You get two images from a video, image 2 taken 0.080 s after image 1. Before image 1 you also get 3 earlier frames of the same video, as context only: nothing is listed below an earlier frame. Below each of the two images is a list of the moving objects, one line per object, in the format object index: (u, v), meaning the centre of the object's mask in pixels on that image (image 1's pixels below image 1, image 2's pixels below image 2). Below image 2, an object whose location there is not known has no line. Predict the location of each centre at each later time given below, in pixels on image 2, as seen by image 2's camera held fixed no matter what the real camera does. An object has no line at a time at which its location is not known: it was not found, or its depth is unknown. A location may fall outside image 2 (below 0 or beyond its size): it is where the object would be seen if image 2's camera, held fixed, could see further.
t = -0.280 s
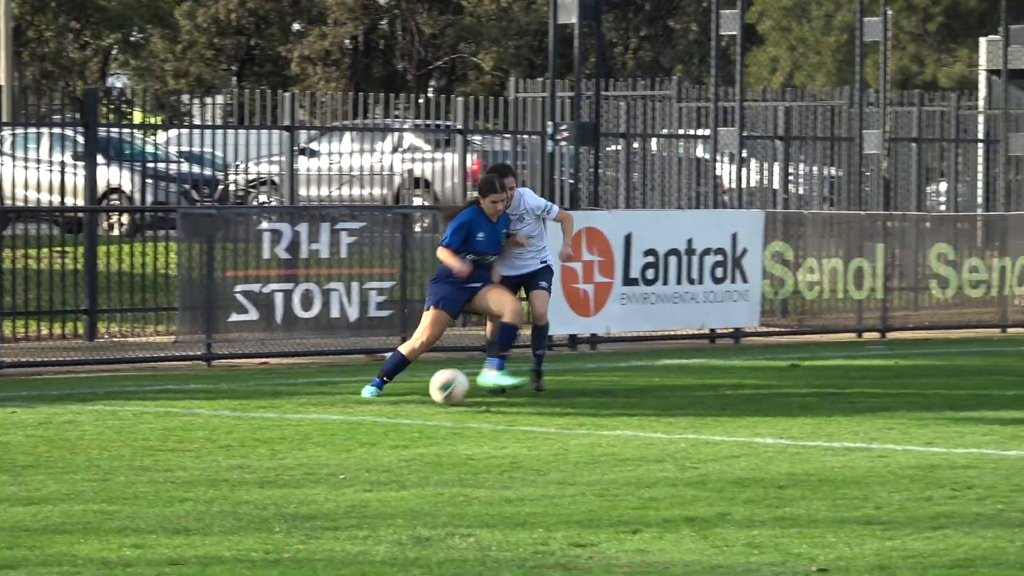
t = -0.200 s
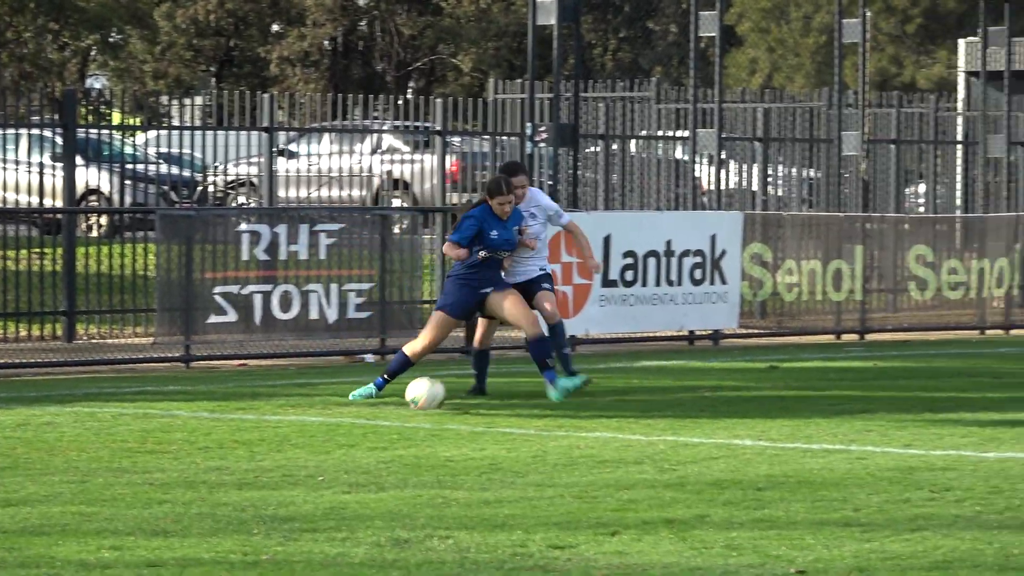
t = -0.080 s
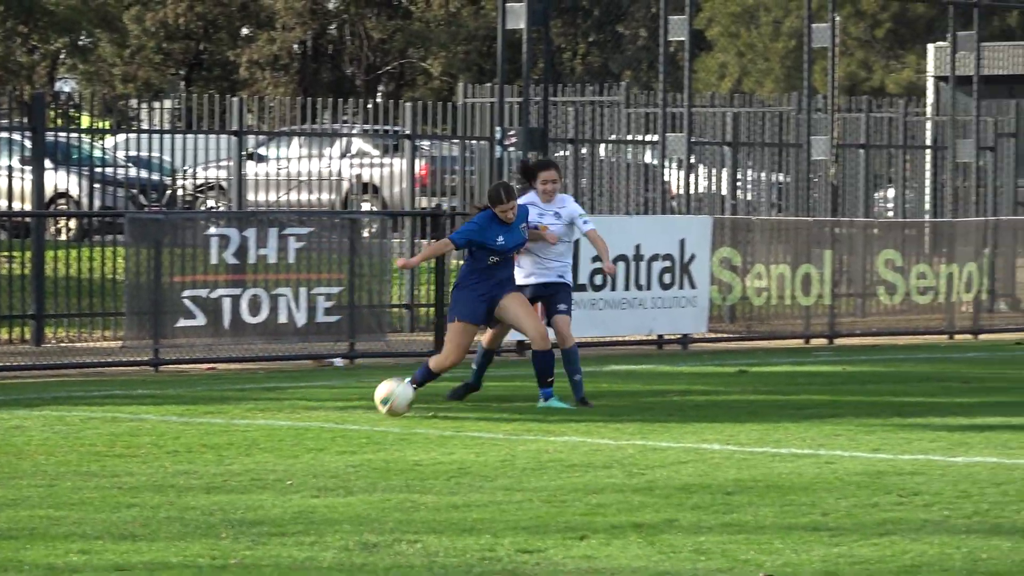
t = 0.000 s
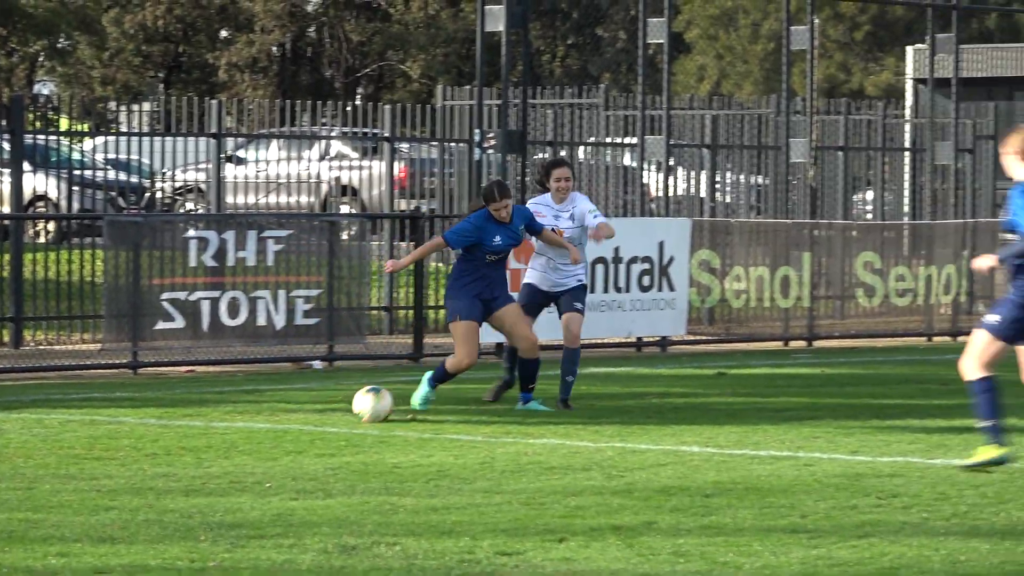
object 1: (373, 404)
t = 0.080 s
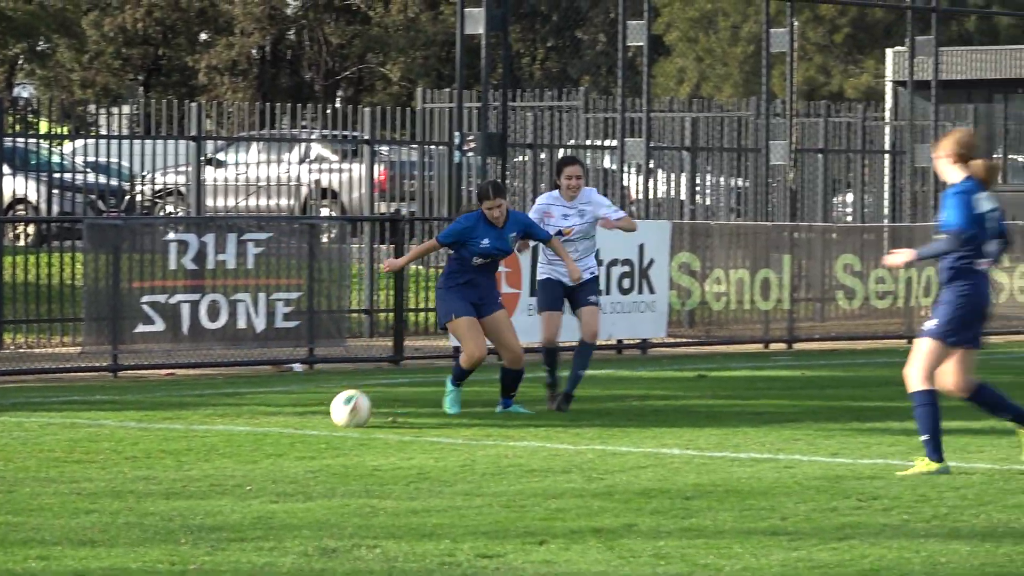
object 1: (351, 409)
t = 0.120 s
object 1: (349, 410)
